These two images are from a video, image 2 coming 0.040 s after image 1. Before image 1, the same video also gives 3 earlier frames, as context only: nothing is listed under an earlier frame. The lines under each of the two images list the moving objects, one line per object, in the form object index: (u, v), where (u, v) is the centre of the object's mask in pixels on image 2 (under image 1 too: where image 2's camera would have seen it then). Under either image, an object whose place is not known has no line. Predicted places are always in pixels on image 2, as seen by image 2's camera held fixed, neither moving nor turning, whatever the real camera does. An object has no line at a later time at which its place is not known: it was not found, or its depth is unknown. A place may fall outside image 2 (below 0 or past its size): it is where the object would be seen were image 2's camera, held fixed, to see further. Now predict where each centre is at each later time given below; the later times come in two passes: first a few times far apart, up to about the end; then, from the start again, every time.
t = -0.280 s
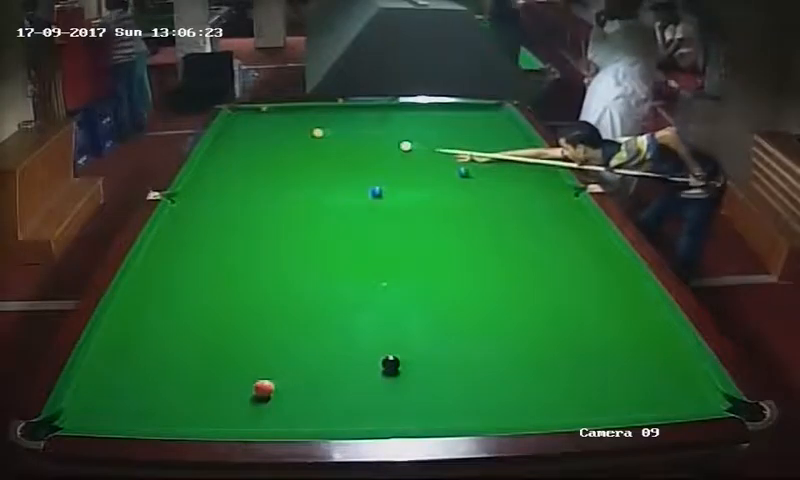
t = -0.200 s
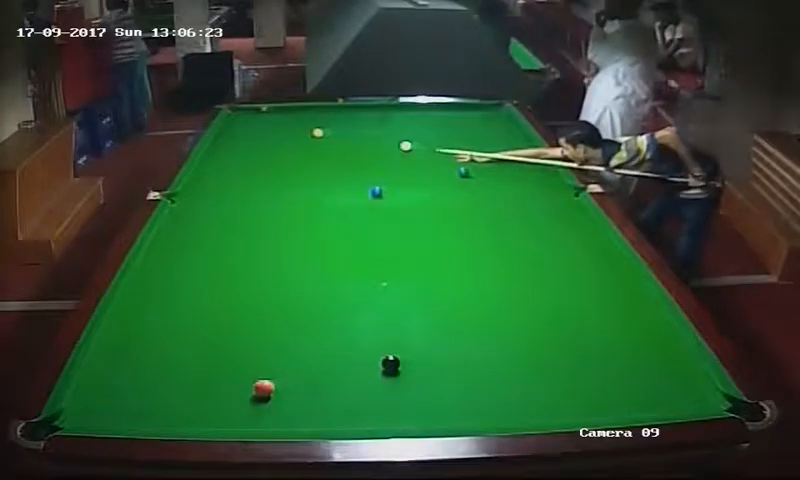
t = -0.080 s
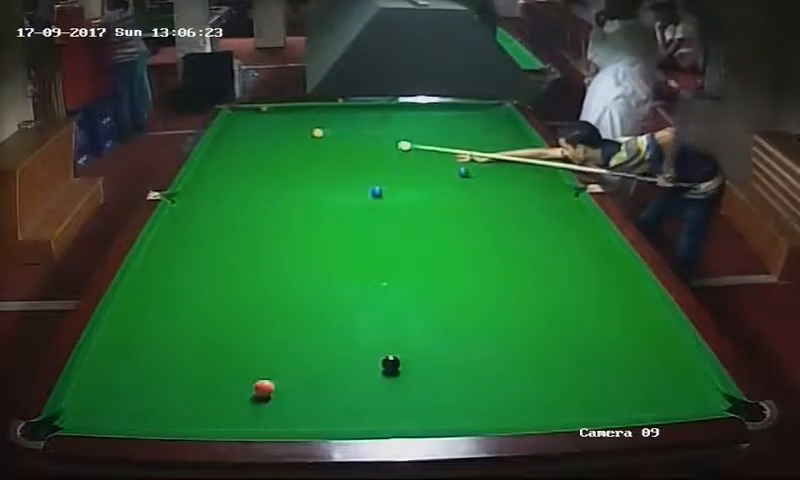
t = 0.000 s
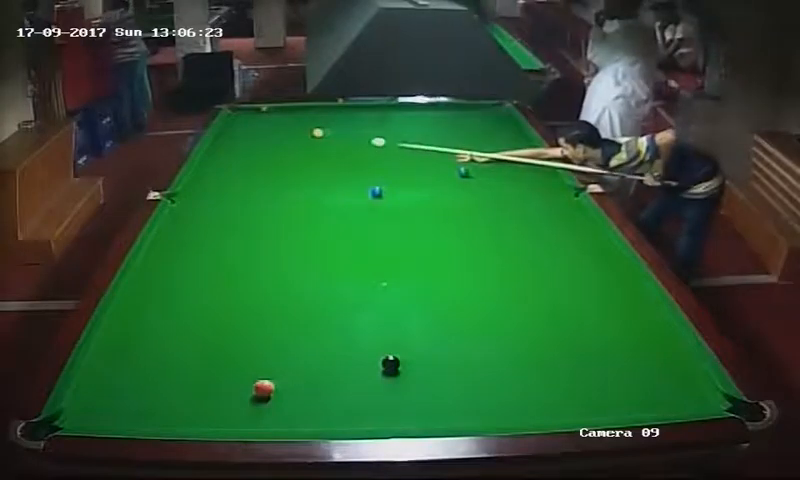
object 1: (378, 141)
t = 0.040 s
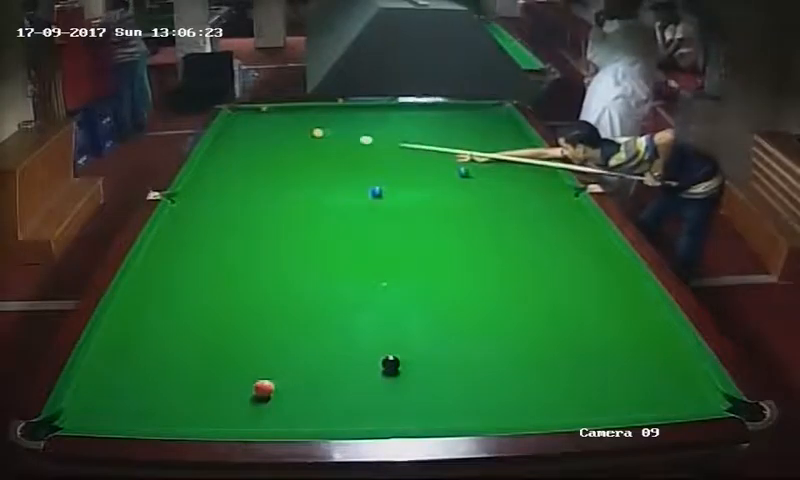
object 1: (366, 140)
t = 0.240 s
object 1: (318, 135)
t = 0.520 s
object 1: (281, 138)
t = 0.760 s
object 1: (249, 139)
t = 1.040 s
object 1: (215, 141)
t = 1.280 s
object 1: (231, 143)
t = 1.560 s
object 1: (251, 144)
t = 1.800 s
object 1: (267, 146)
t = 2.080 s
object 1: (286, 147)
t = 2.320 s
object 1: (300, 149)
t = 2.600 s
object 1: (315, 150)
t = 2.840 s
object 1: (328, 151)
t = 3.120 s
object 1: (341, 152)
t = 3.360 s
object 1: (351, 153)
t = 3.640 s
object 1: (362, 154)
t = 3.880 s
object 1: (370, 154)
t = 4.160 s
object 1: (378, 155)
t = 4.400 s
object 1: (384, 156)
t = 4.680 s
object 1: (389, 156)
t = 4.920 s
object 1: (392, 157)
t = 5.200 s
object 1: (395, 157)
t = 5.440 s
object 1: (396, 157)
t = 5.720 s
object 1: (396, 157)
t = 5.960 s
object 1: (396, 157)
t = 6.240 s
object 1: (396, 157)
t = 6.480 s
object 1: (396, 157)
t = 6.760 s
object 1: (396, 157)
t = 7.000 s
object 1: (396, 157)
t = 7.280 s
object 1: (396, 157)
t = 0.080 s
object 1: (354, 138)
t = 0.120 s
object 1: (341, 136)
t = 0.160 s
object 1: (330, 135)
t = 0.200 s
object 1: (322, 134)
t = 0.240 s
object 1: (318, 135)
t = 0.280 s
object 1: (313, 135)
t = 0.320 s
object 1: (308, 136)
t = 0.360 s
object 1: (302, 136)
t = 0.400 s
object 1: (297, 137)
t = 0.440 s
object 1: (291, 137)
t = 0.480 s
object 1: (286, 137)
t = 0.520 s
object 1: (281, 138)
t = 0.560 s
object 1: (276, 138)
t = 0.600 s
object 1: (270, 138)
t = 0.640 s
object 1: (265, 138)
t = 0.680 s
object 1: (260, 139)
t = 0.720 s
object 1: (255, 139)
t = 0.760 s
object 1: (249, 139)
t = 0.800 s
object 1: (244, 140)
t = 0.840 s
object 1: (239, 140)
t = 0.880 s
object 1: (234, 140)
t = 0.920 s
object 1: (229, 141)
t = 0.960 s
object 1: (225, 141)
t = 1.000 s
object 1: (220, 141)
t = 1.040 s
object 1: (215, 141)
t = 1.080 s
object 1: (217, 142)
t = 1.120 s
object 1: (220, 142)
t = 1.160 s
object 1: (223, 142)
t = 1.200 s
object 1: (225, 142)
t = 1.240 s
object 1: (228, 143)
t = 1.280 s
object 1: (231, 143)
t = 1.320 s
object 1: (234, 143)
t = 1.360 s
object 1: (237, 143)
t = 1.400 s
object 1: (240, 144)
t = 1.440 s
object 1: (243, 144)
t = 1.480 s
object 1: (246, 144)
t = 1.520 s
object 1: (248, 144)
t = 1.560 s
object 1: (251, 144)
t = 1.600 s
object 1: (254, 145)
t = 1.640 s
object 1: (257, 145)
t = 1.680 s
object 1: (259, 145)
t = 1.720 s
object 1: (262, 145)
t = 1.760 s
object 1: (265, 145)
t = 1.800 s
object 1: (267, 146)
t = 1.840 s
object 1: (270, 146)
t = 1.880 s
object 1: (273, 146)
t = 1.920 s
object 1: (276, 146)
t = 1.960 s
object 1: (278, 146)
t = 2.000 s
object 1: (280, 147)
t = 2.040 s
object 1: (283, 147)
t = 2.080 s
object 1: (286, 147)
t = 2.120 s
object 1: (288, 147)
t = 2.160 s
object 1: (290, 148)
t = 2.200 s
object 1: (292, 148)
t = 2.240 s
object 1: (295, 148)
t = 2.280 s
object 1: (297, 149)
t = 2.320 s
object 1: (300, 149)
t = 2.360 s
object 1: (302, 149)
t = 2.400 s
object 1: (304, 149)
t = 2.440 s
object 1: (306, 149)
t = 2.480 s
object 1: (308, 149)
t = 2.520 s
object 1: (311, 149)
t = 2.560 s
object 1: (313, 150)
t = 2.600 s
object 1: (315, 150)
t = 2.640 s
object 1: (317, 150)
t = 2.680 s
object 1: (319, 151)
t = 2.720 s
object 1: (321, 151)
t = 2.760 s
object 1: (324, 151)
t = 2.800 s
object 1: (326, 151)
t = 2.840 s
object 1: (328, 151)
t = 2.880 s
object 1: (329, 151)
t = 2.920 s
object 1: (331, 151)
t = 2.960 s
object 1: (333, 152)
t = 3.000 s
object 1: (335, 152)
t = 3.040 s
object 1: (337, 152)
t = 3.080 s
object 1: (339, 152)
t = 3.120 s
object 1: (341, 152)
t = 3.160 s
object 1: (343, 152)
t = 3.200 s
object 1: (344, 152)
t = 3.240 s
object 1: (346, 153)
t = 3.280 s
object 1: (348, 153)
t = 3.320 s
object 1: (350, 153)
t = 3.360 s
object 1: (351, 153)
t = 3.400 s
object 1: (353, 153)
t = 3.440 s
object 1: (355, 153)
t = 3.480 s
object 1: (356, 153)
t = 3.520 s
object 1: (358, 153)
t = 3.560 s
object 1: (359, 154)
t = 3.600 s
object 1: (361, 154)
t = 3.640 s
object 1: (362, 154)
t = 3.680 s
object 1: (363, 154)
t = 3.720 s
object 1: (365, 154)
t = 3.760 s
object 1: (366, 154)
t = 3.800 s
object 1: (368, 154)
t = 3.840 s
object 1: (369, 154)
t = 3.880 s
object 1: (370, 154)
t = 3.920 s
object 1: (372, 155)
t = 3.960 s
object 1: (372, 155)
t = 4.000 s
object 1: (374, 155)
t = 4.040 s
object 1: (375, 155)
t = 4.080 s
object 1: (376, 155)
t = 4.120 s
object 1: (377, 155)
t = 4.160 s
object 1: (378, 155)
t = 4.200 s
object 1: (379, 155)
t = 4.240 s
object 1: (380, 156)
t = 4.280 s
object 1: (381, 156)
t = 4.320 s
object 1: (382, 156)
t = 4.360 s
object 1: (383, 156)
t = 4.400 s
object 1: (384, 156)
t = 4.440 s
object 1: (384, 156)
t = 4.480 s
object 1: (385, 156)
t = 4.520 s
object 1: (386, 156)
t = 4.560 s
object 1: (386, 156)
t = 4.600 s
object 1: (388, 156)
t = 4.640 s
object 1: (388, 156)
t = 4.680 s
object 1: (389, 156)
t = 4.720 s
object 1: (390, 156)
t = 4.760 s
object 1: (390, 156)
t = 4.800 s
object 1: (391, 157)
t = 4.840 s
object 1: (392, 156)
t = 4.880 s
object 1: (392, 157)
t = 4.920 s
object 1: (392, 157)
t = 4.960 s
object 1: (393, 157)
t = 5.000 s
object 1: (393, 157)
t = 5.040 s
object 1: (393, 157)
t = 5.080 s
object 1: (394, 157)
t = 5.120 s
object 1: (394, 157)
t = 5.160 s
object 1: (394, 157)
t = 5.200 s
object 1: (395, 157)
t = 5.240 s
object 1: (395, 157)
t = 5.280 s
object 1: (395, 157)
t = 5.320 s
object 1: (396, 157)
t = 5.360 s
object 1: (396, 157)
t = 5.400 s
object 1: (396, 157)
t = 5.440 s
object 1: (396, 157)
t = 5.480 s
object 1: (396, 157)
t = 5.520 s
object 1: (396, 157)
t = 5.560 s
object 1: (396, 157)
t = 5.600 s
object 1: (396, 157)
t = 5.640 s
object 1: (396, 157)
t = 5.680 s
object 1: (396, 157)
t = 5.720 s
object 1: (396, 157)
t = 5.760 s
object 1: (396, 157)
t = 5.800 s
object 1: (396, 157)
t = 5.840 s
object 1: (396, 157)
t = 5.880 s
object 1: (396, 157)
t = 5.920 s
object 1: (396, 157)
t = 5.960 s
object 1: (396, 157)
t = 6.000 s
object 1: (396, 157)
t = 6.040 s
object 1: (396, 157)
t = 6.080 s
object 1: (396, 157)
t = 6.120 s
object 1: (396, 157)
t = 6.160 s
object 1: (396, 157)
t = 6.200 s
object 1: (396, 157)
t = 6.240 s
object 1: (396, 157)
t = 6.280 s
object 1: (396, 157)
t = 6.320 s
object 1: (396, 157)
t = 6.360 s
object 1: (396, 157)
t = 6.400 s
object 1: (396, 157)
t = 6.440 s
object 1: (396, 157)
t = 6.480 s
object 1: (396, 157)
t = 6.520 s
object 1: (396, 157)
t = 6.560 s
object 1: (396, 157)
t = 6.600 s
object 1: (396, 157)
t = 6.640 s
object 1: (396, 157)
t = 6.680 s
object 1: (396, 157)
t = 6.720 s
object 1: (396, 157)
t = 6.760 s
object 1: (396, 157)
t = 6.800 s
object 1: (396, 157)
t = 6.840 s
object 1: (396, 157)
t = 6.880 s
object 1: (396, 157)
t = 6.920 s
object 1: (396, 157)
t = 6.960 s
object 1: (396, 157)
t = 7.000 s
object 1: (396, 157)
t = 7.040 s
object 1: (396, 157)
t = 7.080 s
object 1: (396, 157)
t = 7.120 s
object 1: (396, 157)
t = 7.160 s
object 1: (396, 157)
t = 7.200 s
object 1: (396, 157)
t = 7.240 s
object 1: (396, 157)
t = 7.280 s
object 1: (396, 157)
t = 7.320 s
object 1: (396, 157)
